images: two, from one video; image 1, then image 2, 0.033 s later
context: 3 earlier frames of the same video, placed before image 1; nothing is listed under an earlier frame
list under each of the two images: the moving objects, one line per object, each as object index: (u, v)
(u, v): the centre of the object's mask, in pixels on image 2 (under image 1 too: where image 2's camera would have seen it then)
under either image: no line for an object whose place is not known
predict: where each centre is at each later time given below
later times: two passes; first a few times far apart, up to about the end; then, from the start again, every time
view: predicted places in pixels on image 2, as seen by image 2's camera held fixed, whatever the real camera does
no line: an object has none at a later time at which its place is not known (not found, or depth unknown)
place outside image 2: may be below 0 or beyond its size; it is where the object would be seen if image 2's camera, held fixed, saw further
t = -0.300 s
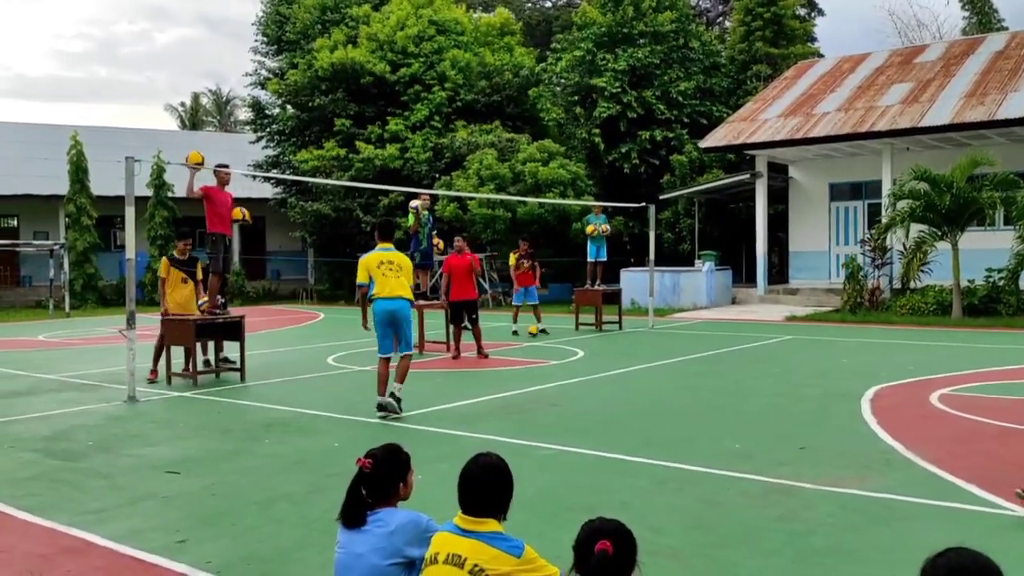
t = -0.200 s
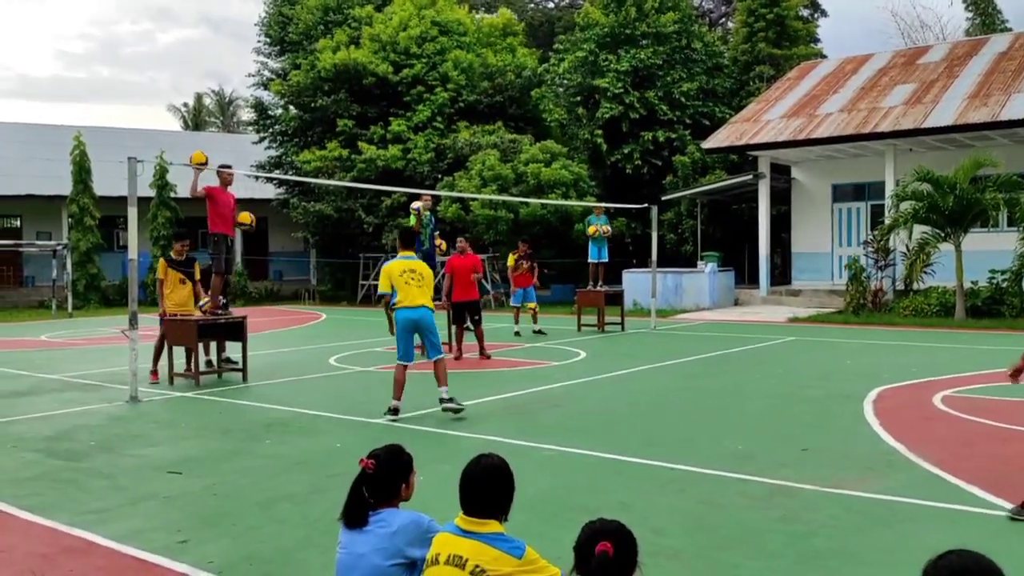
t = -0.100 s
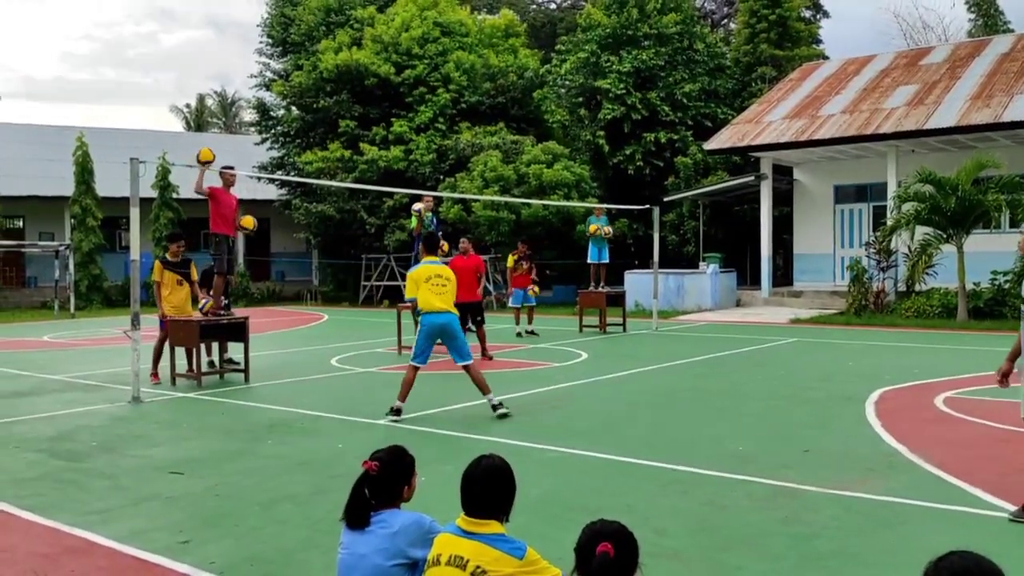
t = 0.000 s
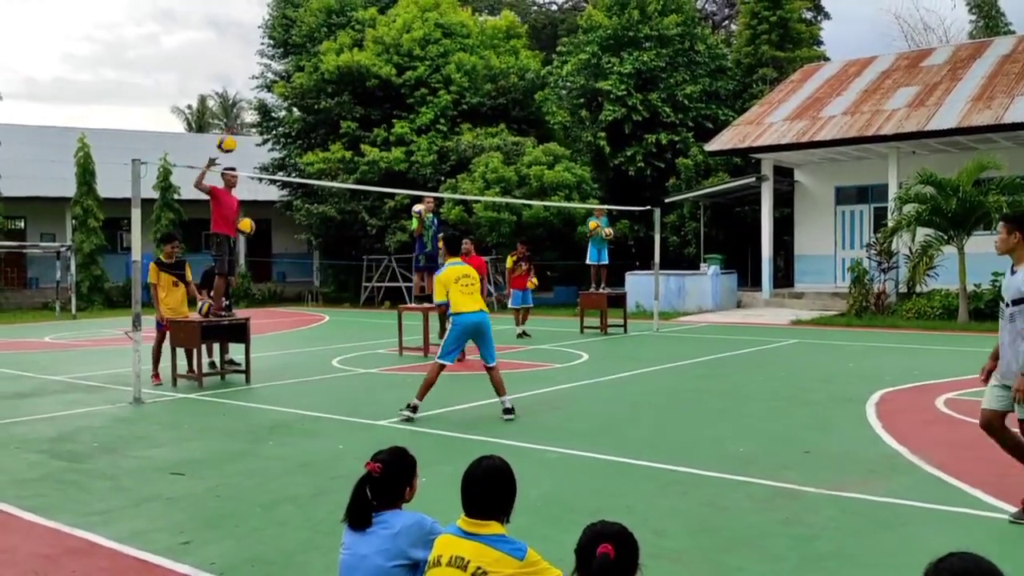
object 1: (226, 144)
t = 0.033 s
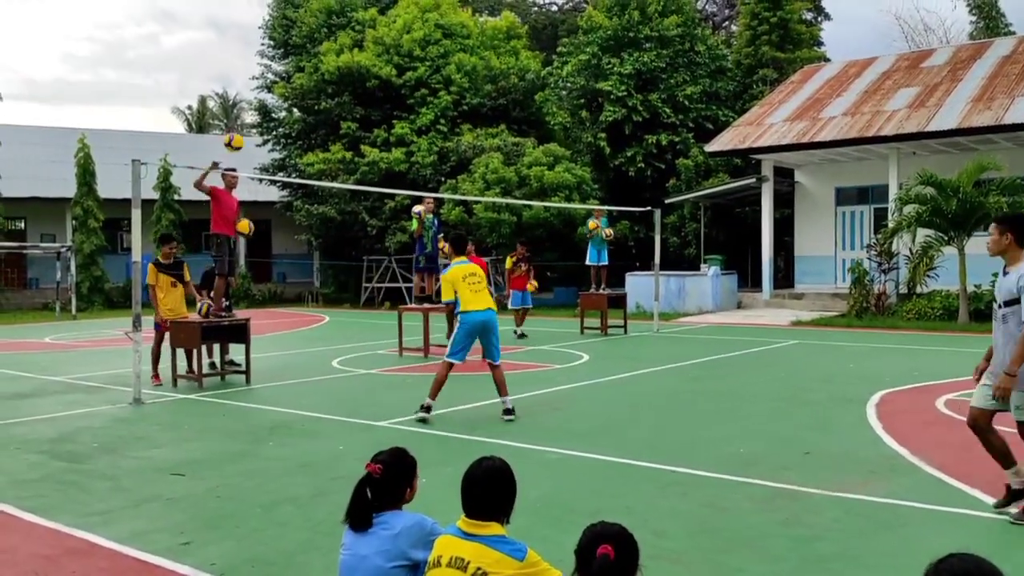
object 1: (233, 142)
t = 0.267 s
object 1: (289, 155)
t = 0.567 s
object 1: (369, 255)
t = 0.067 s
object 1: (241, 140)
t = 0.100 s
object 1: (249, 139)
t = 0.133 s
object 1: (257, 140)
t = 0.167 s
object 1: (264, 143)
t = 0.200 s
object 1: (272, 146)
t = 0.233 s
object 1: (279, 150)
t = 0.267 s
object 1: (289, 155)
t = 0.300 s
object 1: (297, 161)
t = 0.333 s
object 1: (305, 168)
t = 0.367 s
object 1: (314, 177)
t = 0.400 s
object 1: (323, 187)
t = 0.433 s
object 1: (332, 198)
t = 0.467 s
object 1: (341, 211)
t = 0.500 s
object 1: (350, 224)
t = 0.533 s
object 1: (359, 239)
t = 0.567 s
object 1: (369, 255)
